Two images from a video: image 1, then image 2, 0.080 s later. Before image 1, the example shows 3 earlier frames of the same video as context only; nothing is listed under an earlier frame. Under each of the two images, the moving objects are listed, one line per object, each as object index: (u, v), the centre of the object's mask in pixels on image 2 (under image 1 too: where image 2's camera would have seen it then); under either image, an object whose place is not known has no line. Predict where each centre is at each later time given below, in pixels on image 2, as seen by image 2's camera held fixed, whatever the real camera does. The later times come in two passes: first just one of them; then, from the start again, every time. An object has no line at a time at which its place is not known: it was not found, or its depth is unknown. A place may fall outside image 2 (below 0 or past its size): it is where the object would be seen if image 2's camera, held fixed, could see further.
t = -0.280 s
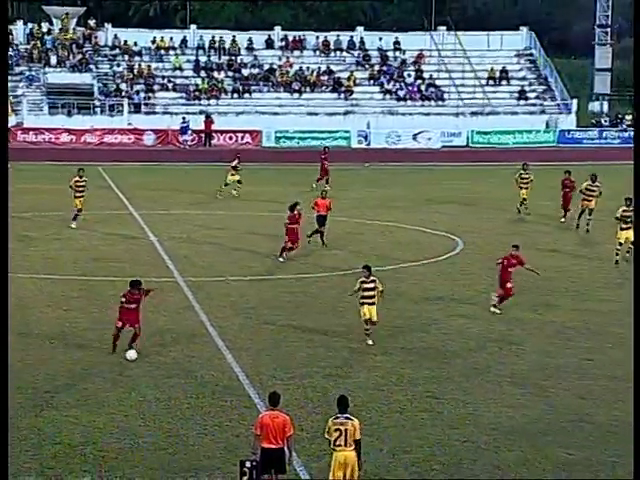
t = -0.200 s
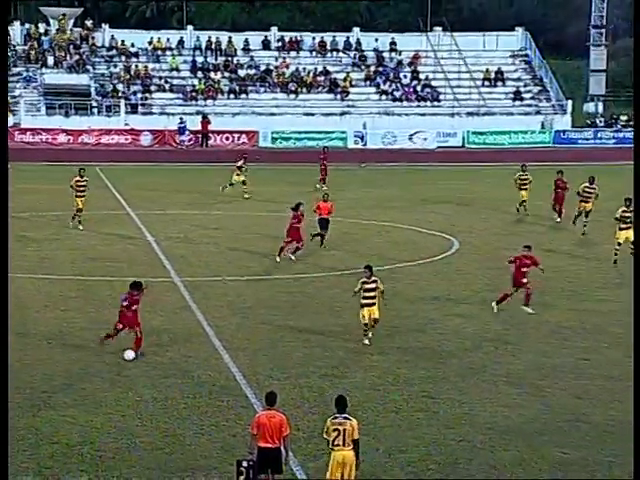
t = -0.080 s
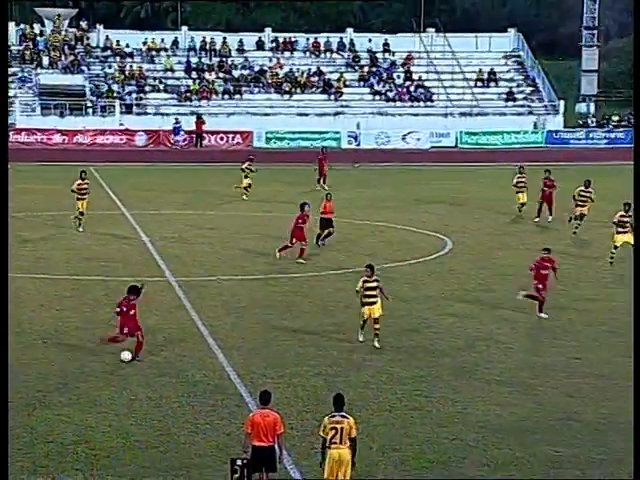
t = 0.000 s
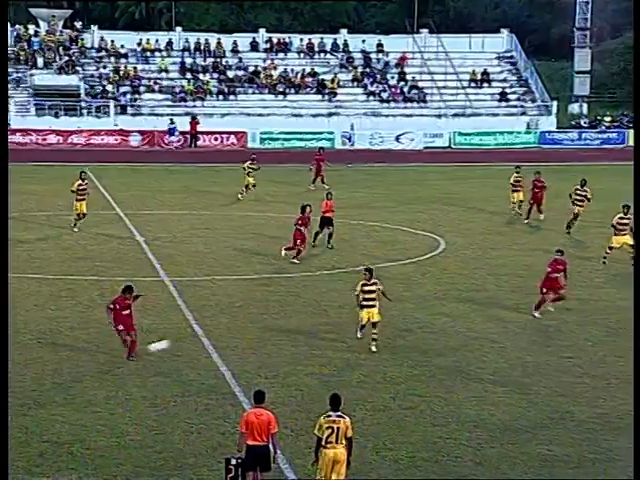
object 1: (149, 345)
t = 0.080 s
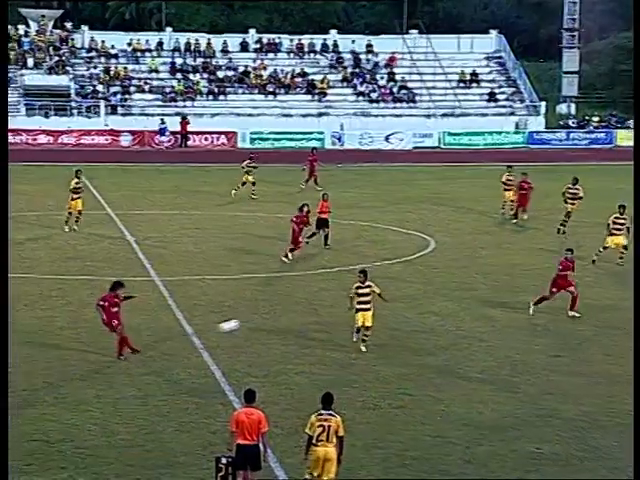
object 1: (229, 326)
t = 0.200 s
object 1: (344, 301)
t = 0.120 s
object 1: (268, 316)
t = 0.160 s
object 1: (306, 309)
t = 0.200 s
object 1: (344, 301)
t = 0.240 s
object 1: (382, 294)
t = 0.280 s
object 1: (417, 289)
